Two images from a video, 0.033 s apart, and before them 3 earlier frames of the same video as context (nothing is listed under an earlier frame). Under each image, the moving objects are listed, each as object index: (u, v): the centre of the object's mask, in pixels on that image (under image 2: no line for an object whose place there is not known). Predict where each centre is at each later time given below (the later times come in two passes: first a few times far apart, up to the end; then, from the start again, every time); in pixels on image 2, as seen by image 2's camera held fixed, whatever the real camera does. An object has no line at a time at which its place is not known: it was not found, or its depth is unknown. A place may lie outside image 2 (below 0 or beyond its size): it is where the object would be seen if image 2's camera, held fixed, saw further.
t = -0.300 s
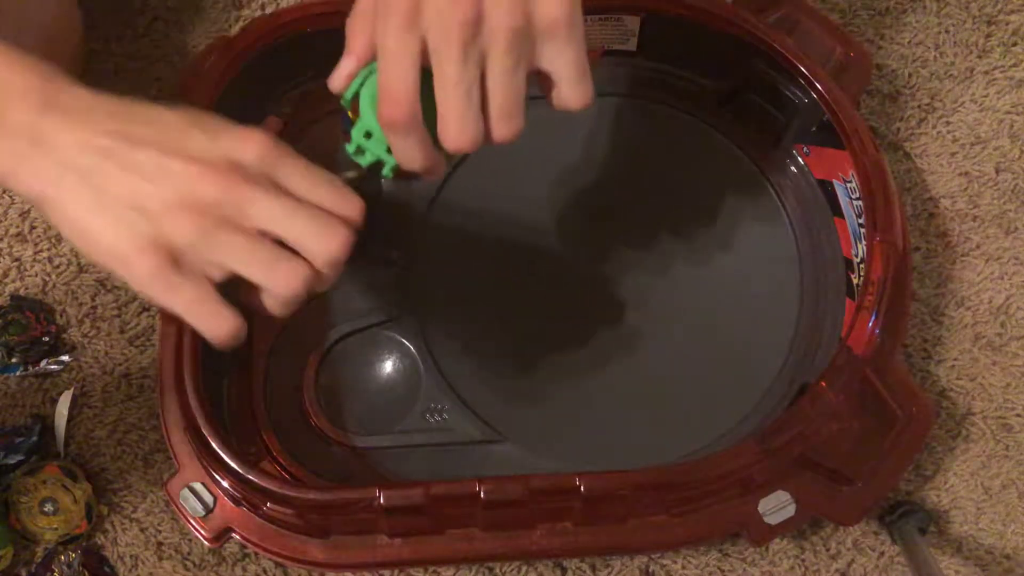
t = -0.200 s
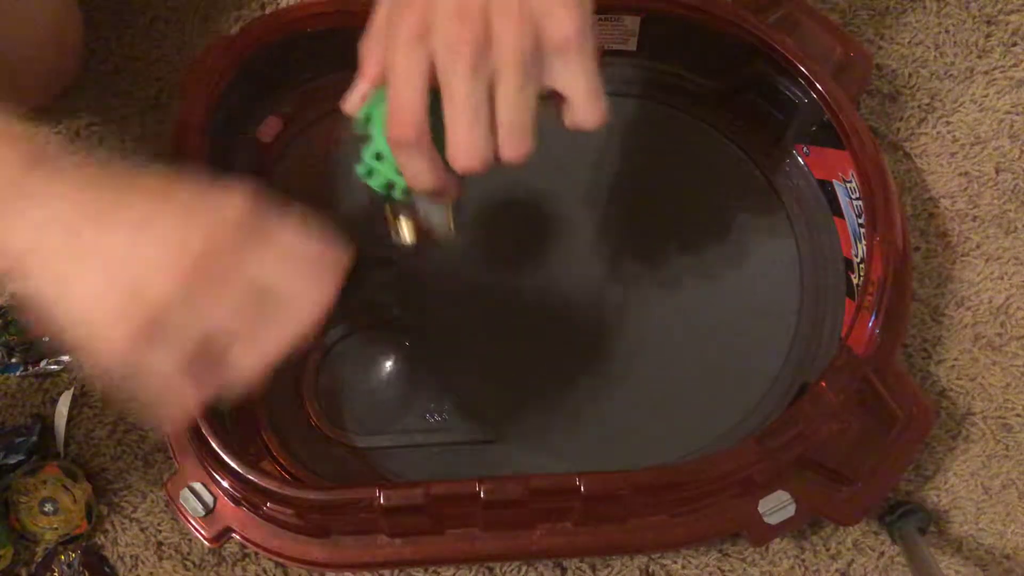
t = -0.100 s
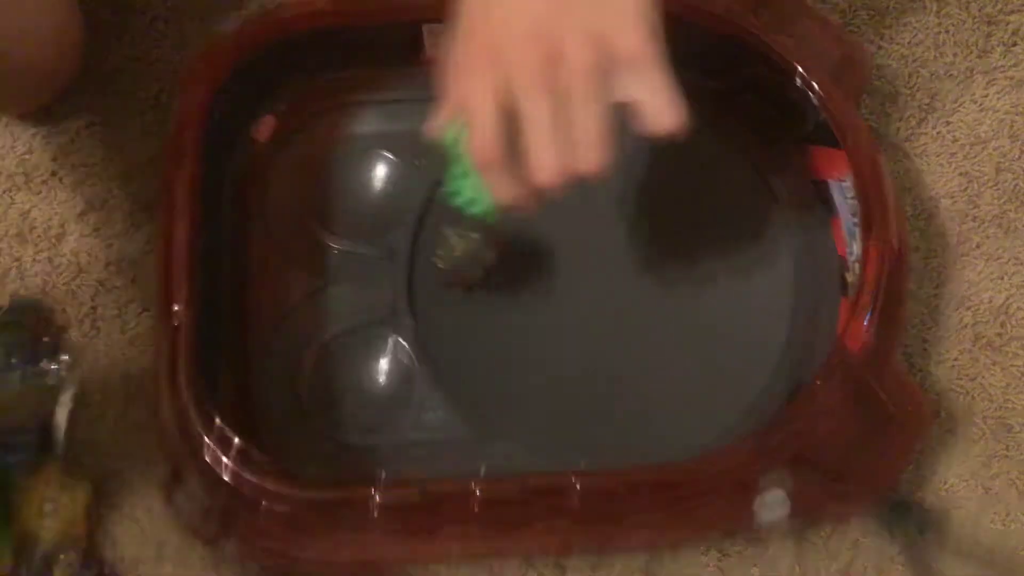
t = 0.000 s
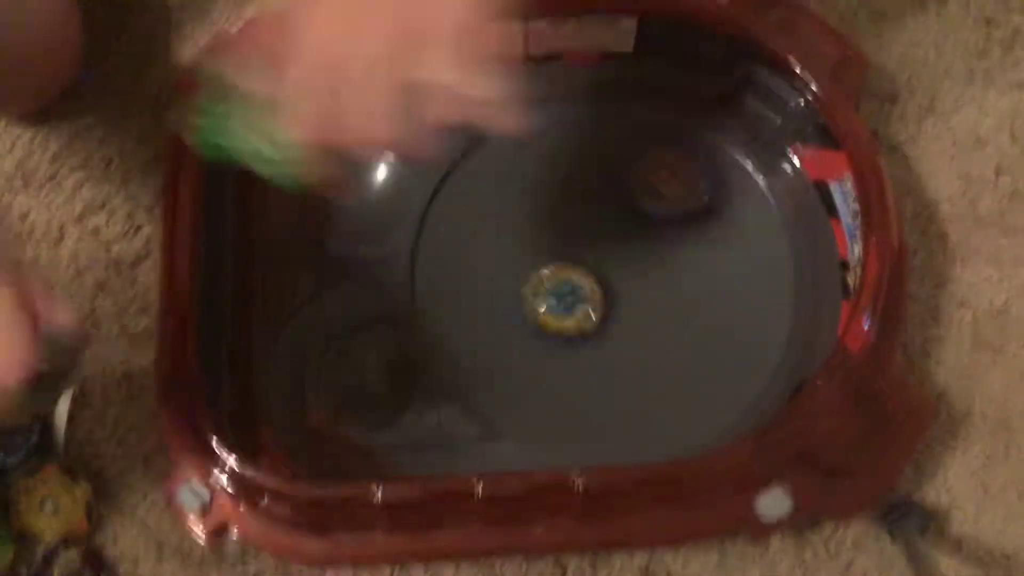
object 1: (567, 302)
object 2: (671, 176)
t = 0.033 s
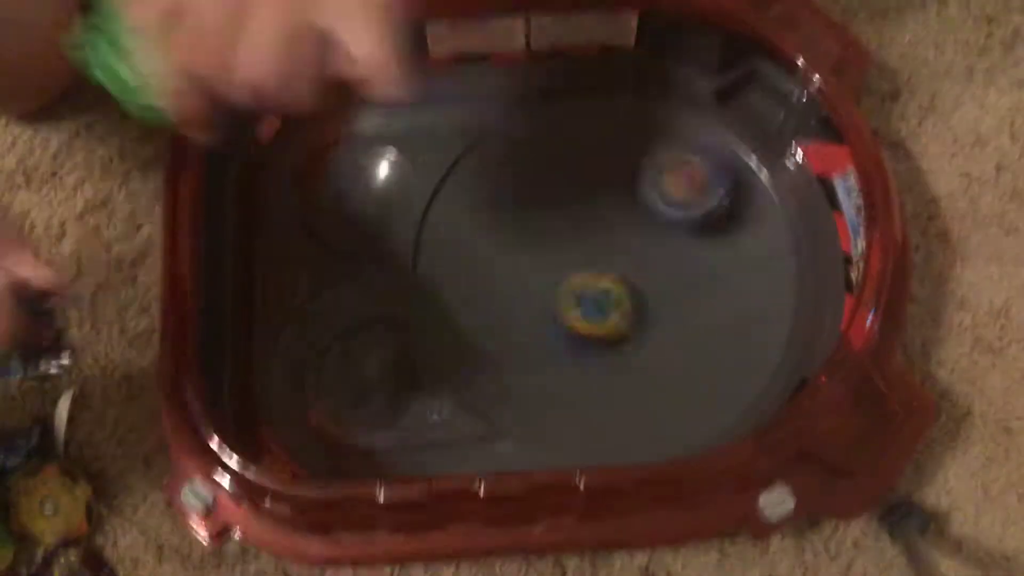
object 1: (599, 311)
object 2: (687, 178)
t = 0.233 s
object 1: (664, 353)
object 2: (783, 259)
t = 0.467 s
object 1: (581, 358)
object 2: (643, 218)
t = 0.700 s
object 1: (579, 343)
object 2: (542, 179)
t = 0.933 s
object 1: (580, 342)
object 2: (558, 220)
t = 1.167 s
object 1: (581, 340)
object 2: (628, 210)
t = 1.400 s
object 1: (581, 339)
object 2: (643, 184)
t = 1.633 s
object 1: (581, 339)
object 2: (622, 212)
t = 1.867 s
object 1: (581, 339)
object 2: (651, 266)
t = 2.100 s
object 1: (581, 338)
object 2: (687, 272)
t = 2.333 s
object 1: (581, 338)
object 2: (654, 264)
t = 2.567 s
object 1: (472, 397)
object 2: (692, 189)
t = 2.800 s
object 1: (505, 374)
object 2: (608, 147)
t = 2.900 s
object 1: (535, 347)
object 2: (566, 170)
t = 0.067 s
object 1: (627, 317)
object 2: (703, 189)
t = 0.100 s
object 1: (652, 324)
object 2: (714, 207)
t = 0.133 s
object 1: (675, 327)
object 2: (726, 230)
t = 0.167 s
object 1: (691, 330)
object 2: (733, 261)
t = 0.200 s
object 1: (684, 340)
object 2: (757, 270)
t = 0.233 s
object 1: (664, 353)
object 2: (783, 259)
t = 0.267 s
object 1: (644, 363)
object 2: (804, 251)
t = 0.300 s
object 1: (626, 368)
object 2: (787, 247)
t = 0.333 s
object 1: (610, 370)
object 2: (761, 242)
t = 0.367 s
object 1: (598, 369)
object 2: (729, 238)
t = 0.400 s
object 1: (590, 367)
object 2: (700, 230)
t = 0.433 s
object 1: (585, 362)
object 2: (670, 224)
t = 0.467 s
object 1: (581, 358)
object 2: (643, 218)
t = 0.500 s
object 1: (580, 353)
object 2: (620, 211)
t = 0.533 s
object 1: (578, 350)
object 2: (597, 204)
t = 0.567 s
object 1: (579, 348)
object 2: (579, 194)
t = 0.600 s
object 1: (579, 346)
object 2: (567, 184)
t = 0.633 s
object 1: (579, 344)
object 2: (557, 178)
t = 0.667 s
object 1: (579, 344)
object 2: (548, 175)
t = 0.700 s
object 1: (579, 343)
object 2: (542, 179)
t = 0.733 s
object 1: (579, 343)
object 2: (537, 182)
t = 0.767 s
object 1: (579, 343)
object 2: (534, 186)
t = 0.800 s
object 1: (580, 342)
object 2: (532, 194)
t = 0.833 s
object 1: (580, 342)
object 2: (535, 203)
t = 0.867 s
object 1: (580, 342)
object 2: (540, 210)
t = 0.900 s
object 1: (580, 342)
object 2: (548, 216)
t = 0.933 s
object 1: (580, 342)
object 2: (558, 220)
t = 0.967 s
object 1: (580, 342)
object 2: (569, 223)
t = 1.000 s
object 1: (580, 341)
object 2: (582, 227)
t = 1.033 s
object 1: (581, 341)
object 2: (594, 227)
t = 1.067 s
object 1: (581, 341)
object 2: (604, 227)
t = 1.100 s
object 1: (580, 341)
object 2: (614, 224)
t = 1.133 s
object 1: (581, 340)
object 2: (622, 215)
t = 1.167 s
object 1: (581, 340)
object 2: (628, 210)
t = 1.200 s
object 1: (581, 340)
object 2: (633, 207)
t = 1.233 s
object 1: (581, 340)
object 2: (637, 203)
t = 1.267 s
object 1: (581, 340)
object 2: (642, 202)
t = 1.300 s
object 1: (581, 340)
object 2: (644, 199)
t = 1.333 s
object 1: (581, 339)
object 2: (644, 191)
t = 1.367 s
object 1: (581, 339)
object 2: (645, 187)
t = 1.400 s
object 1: (581, 339)
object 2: (643, 184)
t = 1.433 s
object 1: (581, 339)
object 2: (639, 182)
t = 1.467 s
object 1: (581, 339)
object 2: (635, 182)
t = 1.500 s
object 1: (581, 339)
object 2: (630, 185)
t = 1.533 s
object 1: (581, 339)
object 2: (625, 190)
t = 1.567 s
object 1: (581, 339)
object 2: (623, 196)
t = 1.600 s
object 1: (581, 339)
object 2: (621, 202)
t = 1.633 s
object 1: (581, 339)
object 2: (622, 212)
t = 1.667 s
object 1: (581, 339)
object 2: (623, 223)
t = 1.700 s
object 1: (581, 339)
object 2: (625, 230)
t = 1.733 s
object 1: (581, 339)
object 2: (630, 240)
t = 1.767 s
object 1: (581, 339)
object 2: (634, 248)
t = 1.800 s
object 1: (581, 339)
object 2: (640, 255)
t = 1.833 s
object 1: (581, 339)
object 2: (646, 263)
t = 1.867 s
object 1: (581, 339)
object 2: (651, 266)
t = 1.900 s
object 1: (581, 338)
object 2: (659, 271)
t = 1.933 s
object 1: (581, 338)
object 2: (665, 272)
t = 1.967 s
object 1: (581, 338)
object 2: (671, 275)
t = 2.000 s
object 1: (581, 338)
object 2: (676, 276)
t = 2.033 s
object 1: (581, 338)
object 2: (681, 275)
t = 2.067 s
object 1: (581, 338)
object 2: (684, 274)
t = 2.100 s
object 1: (581, 338)
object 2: (687, 272)
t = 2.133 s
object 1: (581, 338)
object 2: (688, 268)
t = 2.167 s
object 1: (581, 338)
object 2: (687, 264)
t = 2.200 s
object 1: (581, 338)
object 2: (682, 260)
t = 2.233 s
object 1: (581, 338)
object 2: (677, 259)
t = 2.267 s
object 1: (581, 338)
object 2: (670, 260)
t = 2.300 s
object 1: (581, 338)
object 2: (662, 260)
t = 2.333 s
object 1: (581, 338)
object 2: (654, 264)
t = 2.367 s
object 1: (581, 338)
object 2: (644, 266)
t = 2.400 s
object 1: (579, 339)
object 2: (633, 268)
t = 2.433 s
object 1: (552, 357)
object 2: (647, 257)
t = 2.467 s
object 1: (519, 380)
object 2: (676, 232)
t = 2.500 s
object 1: (499, 391)
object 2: (686, 216)
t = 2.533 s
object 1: (482, 396)
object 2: (692, 202)
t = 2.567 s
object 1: (472, 397)
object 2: (692, 189)
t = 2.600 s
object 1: (468, 396)
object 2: (688, 177)
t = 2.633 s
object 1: (469, 396)
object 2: (679, 168)
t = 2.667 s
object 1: (473, 393)
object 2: (668, 159)
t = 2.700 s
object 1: (478, 390)
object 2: (652, 151)
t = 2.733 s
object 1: (487, 386)
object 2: (640, 148)
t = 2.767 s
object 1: (496, 381)
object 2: (624, 147)
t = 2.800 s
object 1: (505, 374)
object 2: (608, 147)
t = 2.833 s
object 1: (517, 364)
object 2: (592, 153)
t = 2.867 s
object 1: (525, 356)
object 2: (578, 161)
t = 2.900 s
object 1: (535, 347)
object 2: (566, 170)
